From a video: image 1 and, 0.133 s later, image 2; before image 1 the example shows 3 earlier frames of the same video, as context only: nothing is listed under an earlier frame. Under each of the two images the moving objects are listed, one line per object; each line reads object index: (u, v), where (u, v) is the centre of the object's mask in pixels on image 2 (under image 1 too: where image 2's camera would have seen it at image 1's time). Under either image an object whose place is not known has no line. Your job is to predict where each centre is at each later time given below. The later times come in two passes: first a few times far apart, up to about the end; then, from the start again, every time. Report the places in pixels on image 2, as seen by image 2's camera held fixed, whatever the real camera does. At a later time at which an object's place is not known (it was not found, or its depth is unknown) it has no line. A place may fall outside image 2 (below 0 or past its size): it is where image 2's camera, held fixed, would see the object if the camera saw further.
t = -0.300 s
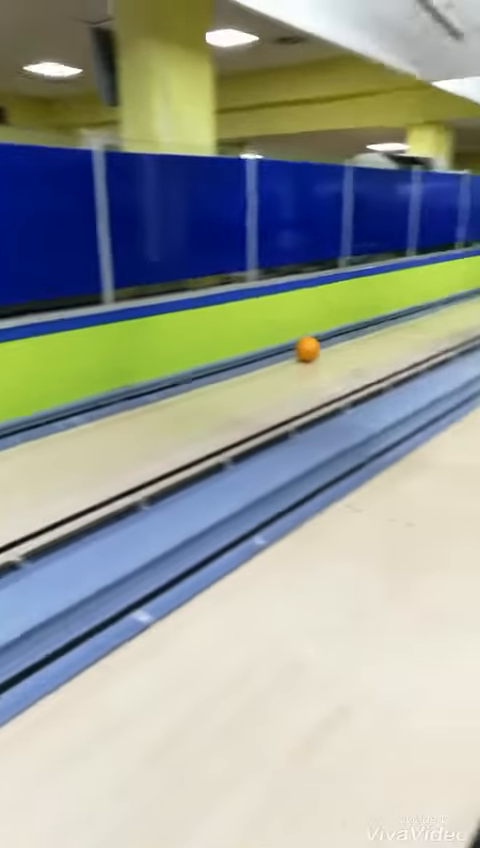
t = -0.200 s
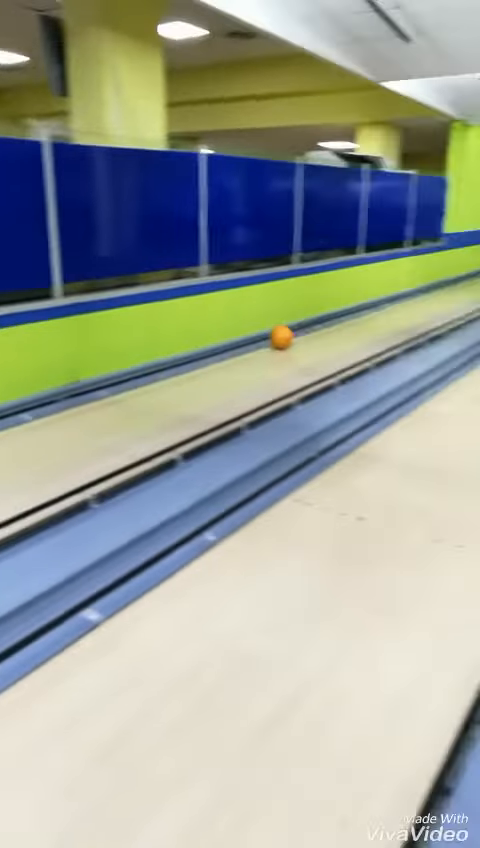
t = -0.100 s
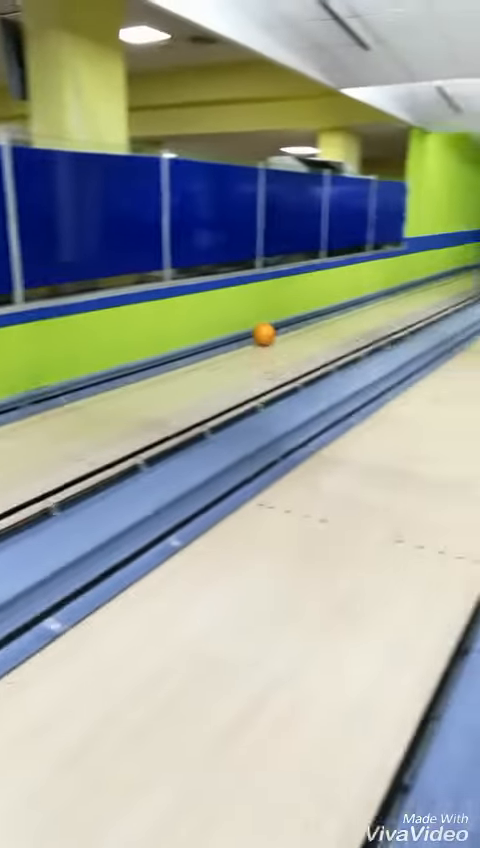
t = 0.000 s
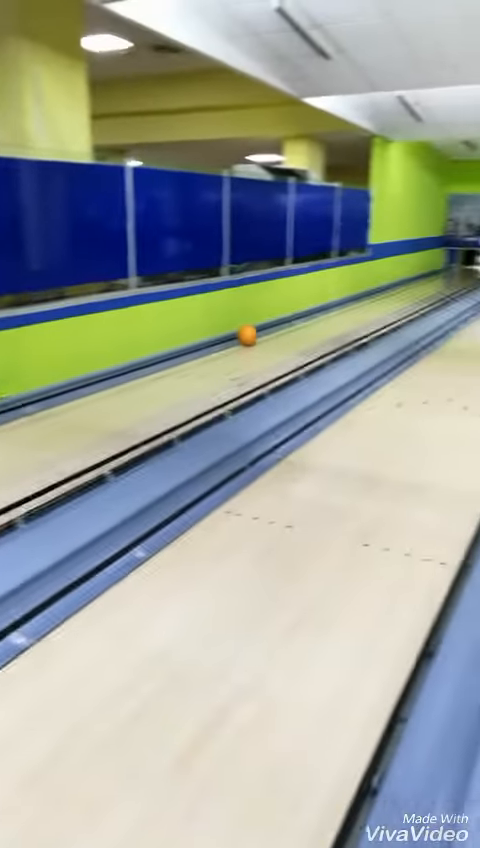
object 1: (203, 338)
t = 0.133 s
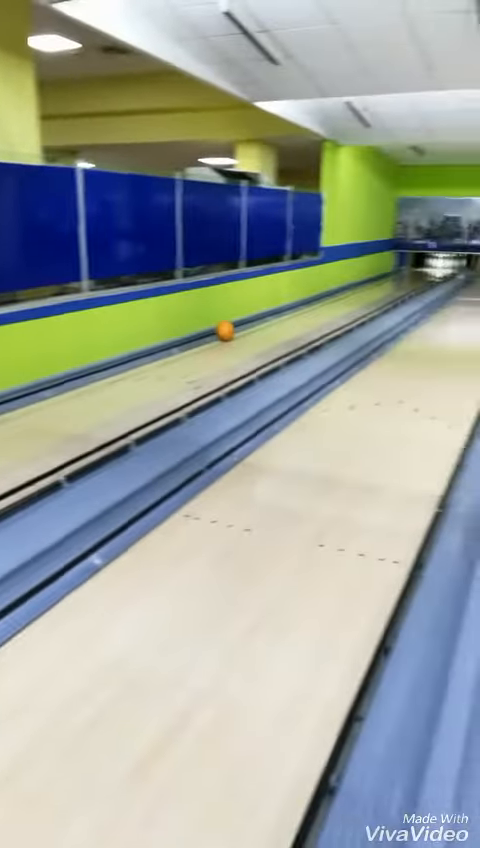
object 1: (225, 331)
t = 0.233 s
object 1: (240, 326)
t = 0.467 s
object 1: (270, 319)
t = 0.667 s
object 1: (290, 313)
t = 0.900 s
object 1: (311, 308)
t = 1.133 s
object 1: (328, 303)
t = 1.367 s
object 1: (341, 299)
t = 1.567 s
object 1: (351, 296)
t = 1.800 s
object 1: (362, 293)
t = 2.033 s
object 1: (373, 291)
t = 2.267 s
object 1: (381, 287)
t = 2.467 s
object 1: (388, 286)
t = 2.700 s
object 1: (396, 284)
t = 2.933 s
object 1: (403, 282)
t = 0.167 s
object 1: (230, 329)
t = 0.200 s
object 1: (235, 328)
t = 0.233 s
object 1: (240, 326)
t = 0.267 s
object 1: (245, 325)
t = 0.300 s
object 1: (250, 324)
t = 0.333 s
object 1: (254, 323)
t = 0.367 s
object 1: (258, 322)
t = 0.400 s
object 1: (262, 321)
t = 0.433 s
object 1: (266, 320)
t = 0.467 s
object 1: (270, 319)
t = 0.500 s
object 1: (273, 318)
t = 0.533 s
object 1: (277, 316)
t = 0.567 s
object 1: (280, 316)
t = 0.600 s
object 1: (284, 315)
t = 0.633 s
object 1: (287, 314)
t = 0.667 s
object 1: (290, 313)
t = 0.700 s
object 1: (294, 313)
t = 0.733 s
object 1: (297, 312)
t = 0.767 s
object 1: (300, 311)
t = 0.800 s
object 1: (303, 310)
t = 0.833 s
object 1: (305, 309)
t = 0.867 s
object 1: (308, 309)
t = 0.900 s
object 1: (311, 308)
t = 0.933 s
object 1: (313, 308)
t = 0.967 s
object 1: (315, 307)
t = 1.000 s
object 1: (318, 306)
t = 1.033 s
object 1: (321, 305)
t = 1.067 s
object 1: (323, 305)
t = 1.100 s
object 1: (325, 304)
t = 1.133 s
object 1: (328, 303)
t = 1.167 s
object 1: (330, 303)
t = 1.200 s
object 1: (332, 302)
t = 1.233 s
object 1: (334, 302)
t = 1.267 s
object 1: (336, 301)
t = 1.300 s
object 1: (337, 301)
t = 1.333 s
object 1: (339, 300)
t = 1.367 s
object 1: (341, 299)
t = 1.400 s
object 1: (343, 298)
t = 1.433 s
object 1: (345, 298)
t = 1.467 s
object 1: (346, 297)
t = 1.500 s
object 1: (349, 297)
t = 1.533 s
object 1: (350, 297)
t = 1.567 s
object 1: (351, 296)
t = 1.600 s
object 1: (353, 296)
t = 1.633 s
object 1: (355, 296)
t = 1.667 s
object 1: (357, 295)
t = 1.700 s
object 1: (359, 295)
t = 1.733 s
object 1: (359, 295)
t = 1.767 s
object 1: (361, 294)
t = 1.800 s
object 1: (362, 293)
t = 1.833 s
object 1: (365, 293)
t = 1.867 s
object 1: (365, 293)
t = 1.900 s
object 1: (367, 291)
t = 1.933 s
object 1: (367, 292)
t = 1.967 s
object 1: (370, 292)
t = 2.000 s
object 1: (372, 291)
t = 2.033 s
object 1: (373, 291)
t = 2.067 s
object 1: (372, 291)
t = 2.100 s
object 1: (374, 290)
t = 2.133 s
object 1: (376, 289)
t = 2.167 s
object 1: (376, 289)
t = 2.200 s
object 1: (379, 289)
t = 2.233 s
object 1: (380, 288)
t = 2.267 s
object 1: (381, 287)
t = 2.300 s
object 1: (383, 287)
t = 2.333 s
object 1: (384, 287)
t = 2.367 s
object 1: (384, 287)
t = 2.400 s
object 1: (386, 286)
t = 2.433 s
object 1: (387, 286)
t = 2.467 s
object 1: (388, 286)
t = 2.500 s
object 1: (390, 285)
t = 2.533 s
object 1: (391, 285)
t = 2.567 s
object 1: (392, 285)
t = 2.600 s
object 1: (393, 284)
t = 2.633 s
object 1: (395, 284)
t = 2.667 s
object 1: (395, 284)
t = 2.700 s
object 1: (396, 284)
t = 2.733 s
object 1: (398, 284)
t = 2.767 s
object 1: (399, 283)
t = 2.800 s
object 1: (400, 283)
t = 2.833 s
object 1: (402, 283)
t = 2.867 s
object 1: (402, 283)
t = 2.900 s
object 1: (402, 283)
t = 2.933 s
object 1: (403, 282)
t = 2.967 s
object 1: (405, 281)
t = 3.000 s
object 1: (406, 281)
